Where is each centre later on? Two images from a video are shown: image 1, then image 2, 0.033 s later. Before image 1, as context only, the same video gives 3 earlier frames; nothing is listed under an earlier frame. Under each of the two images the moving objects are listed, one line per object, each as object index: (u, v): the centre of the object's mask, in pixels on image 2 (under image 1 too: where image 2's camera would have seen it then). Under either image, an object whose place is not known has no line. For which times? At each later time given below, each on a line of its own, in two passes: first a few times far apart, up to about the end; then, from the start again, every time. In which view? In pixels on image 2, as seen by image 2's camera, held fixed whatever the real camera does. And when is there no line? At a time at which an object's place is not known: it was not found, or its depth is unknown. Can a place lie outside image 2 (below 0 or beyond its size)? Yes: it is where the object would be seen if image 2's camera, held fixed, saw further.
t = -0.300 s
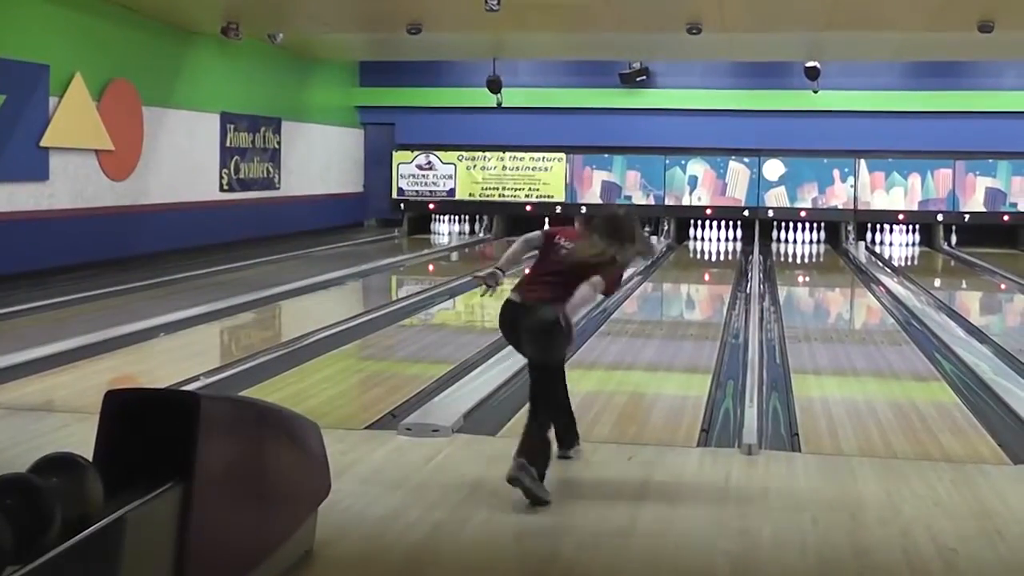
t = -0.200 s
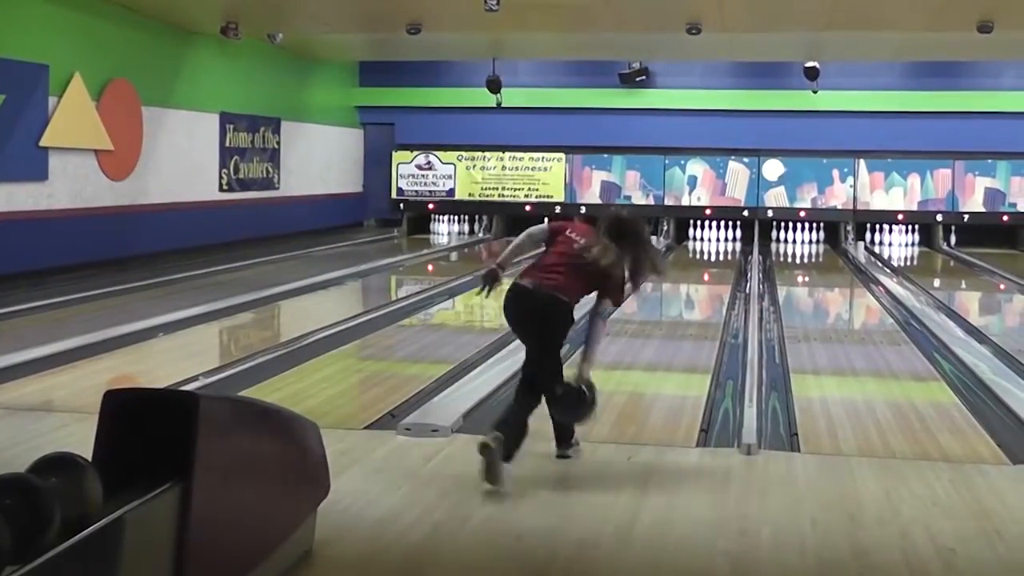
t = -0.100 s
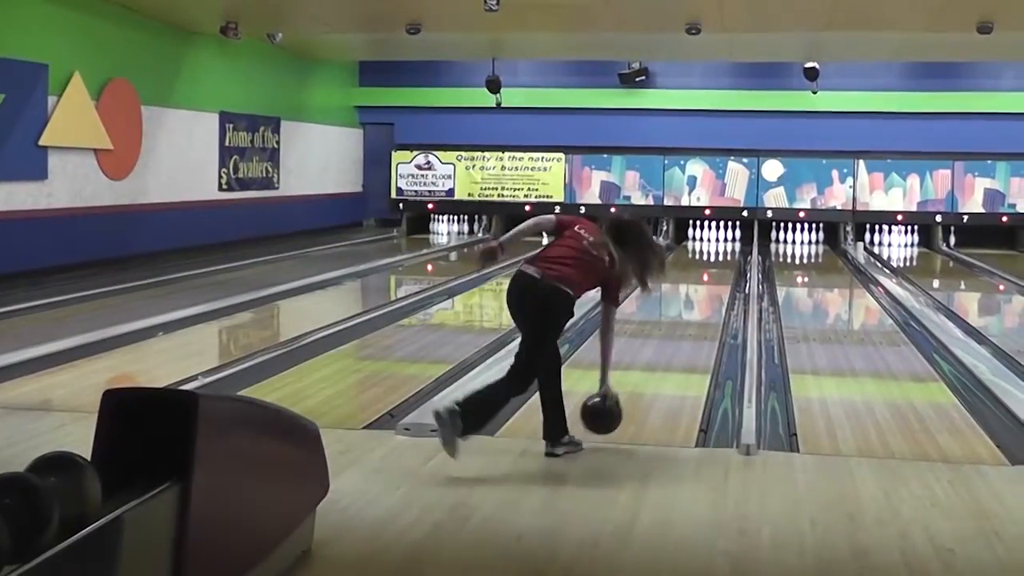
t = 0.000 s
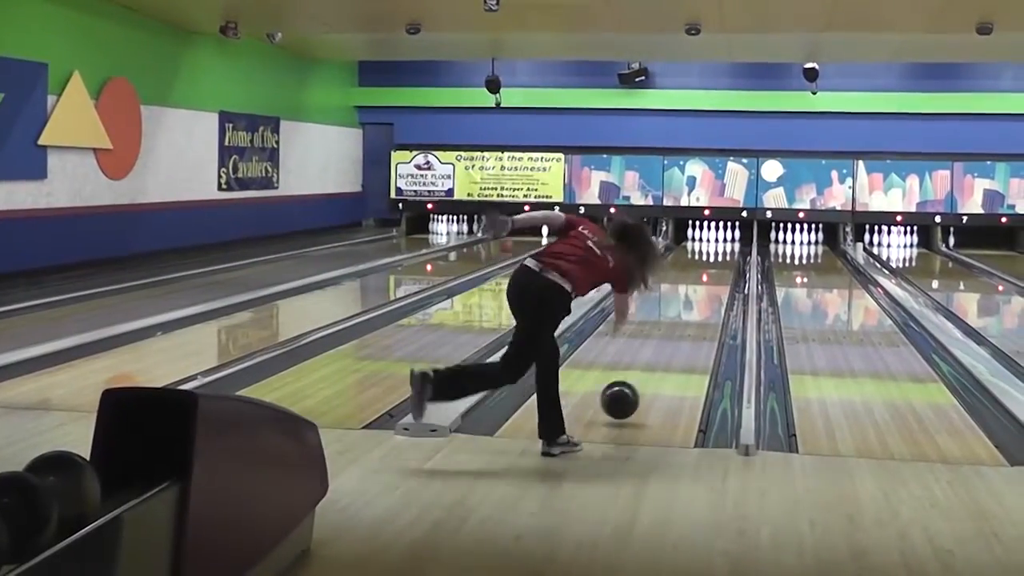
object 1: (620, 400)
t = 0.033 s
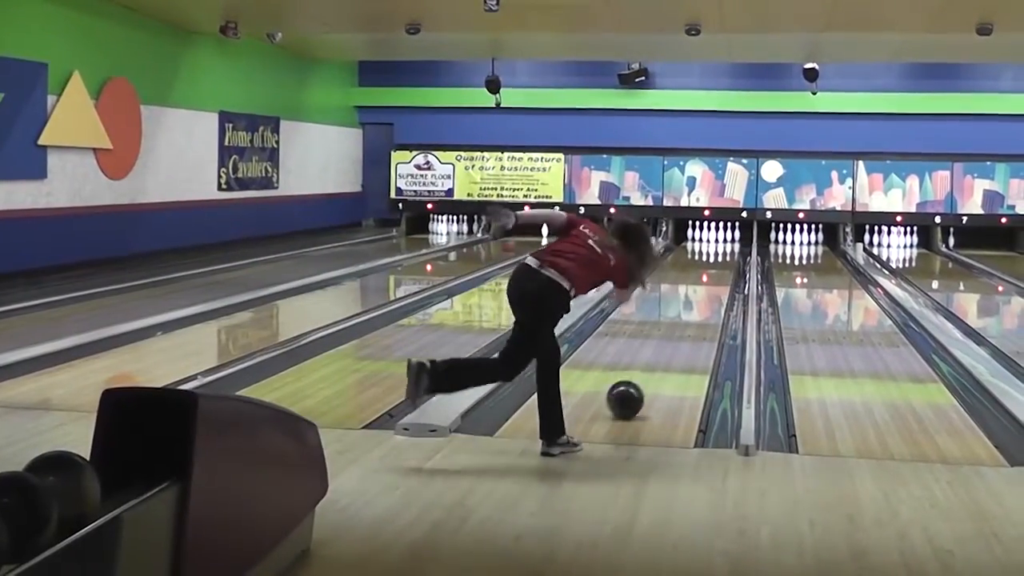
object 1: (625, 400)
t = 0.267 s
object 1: (656, 361)
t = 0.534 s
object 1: (681, 330)
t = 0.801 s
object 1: (698, 307)
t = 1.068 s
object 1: (710, 290)
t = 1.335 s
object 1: (719, 279)
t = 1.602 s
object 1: (724, 268)
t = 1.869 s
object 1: (727, 260)
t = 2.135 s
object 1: (728, 253)
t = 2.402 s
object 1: (725, 248)
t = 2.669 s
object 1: (723, 243)
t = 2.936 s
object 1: (720, 240)
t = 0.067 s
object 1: (630, 393)
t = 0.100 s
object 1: (635, 387)
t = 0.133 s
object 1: (640, 382)
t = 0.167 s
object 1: (644, 376)
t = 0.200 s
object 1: (649, 371)
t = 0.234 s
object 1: (652, 366)
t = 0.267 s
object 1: (656, 361)
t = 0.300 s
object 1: (660, 357)
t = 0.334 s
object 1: (663, 352)
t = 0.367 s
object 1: (666, 348)
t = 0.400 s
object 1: (670, 344)
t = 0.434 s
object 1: (673, 340)
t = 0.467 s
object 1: (676, 336)
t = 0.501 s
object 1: (678, 333)
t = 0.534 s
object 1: (681, 330)
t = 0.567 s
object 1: (683, 327)
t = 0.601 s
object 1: (686, 324)
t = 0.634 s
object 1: (688, 321)
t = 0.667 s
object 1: (690, 318)
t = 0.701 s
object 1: (692, 315)
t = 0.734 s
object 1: (694, 313)
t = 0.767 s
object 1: (696, 309)
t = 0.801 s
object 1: (698, 307)
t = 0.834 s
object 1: (700, 305)
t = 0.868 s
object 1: (701, 302)
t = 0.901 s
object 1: (703, 300)
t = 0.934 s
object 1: (705, 298)
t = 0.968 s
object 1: (706, 296)
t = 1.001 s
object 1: (707, 294)
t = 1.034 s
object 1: (709, 292)
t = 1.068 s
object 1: (710, 290)
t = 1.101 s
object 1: (711, 289)
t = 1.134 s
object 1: (713, 287)
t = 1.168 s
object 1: (713, 286)
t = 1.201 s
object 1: (715, 284)
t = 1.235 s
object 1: (716, 282)
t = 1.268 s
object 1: (717, 281)
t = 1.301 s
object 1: (718, 279)
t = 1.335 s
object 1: (719, 279)
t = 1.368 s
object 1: (719, 278)
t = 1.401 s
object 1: (720, 276)
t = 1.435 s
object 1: (721, 275)
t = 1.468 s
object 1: (722, 274)
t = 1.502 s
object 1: (722, 273)
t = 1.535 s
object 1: (723, 272)
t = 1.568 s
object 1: (724, 270)
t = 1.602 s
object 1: (724, 268)
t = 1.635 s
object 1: (724, 267)
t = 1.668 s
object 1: (725, 266)
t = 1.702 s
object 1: (725, 265)
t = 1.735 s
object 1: (726, 263)
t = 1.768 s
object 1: (726, 263)
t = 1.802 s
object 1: (726, 262)
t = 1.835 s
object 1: (727, 262)
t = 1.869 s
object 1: (727, 260)
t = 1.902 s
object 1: (727, 259)
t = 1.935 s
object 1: (728, 257)
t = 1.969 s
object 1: (727, 257)
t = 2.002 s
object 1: (727, 256)
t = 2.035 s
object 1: (728, 255)
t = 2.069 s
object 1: (727, 255)
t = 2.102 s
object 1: (728, 254)
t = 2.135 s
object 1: (728, 253)
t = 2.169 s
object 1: (727, 252)
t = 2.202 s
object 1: (727, 252)
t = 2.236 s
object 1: (727, 251)
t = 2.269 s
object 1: (727, 250)
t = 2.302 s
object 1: (727, 250)
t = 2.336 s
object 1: (727, 249)
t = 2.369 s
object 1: (725, 249)
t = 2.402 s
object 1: (725, 248)
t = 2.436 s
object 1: (724, 248)
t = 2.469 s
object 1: (724, 247)
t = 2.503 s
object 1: (723, 247)
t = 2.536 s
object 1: (723, 247)
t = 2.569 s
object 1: (723, 246)
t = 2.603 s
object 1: (722, 245)
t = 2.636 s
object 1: (722, 244)
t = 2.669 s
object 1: (723, 243)
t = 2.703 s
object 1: (723, 241)
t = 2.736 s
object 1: (723, 241)
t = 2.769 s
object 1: (721, 241)
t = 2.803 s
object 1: (721, 241)
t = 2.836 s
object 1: (721, 241)
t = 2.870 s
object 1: (720, 240)
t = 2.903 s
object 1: (720, 241)
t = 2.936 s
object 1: (720, 240)
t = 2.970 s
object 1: (719, 240)
